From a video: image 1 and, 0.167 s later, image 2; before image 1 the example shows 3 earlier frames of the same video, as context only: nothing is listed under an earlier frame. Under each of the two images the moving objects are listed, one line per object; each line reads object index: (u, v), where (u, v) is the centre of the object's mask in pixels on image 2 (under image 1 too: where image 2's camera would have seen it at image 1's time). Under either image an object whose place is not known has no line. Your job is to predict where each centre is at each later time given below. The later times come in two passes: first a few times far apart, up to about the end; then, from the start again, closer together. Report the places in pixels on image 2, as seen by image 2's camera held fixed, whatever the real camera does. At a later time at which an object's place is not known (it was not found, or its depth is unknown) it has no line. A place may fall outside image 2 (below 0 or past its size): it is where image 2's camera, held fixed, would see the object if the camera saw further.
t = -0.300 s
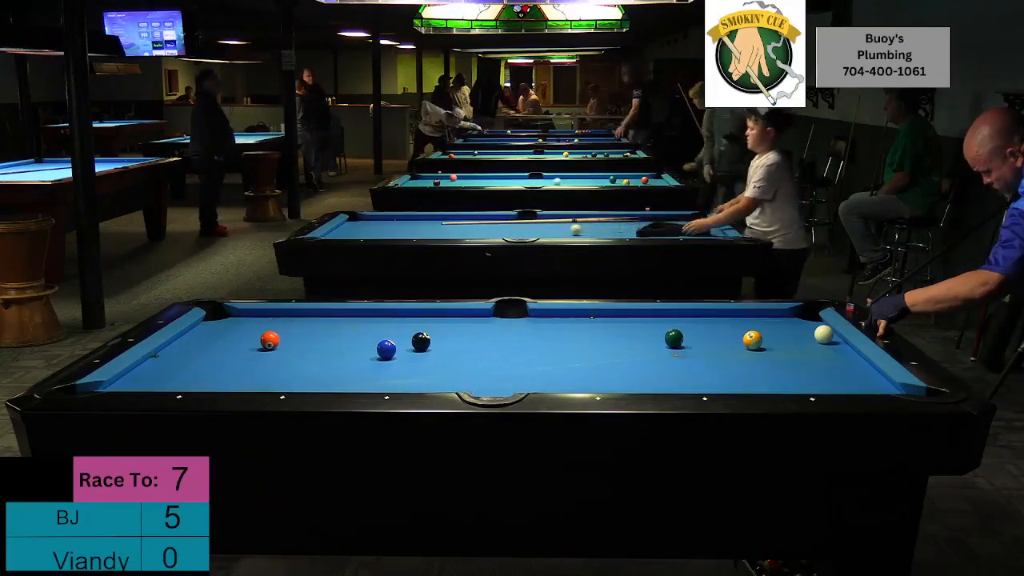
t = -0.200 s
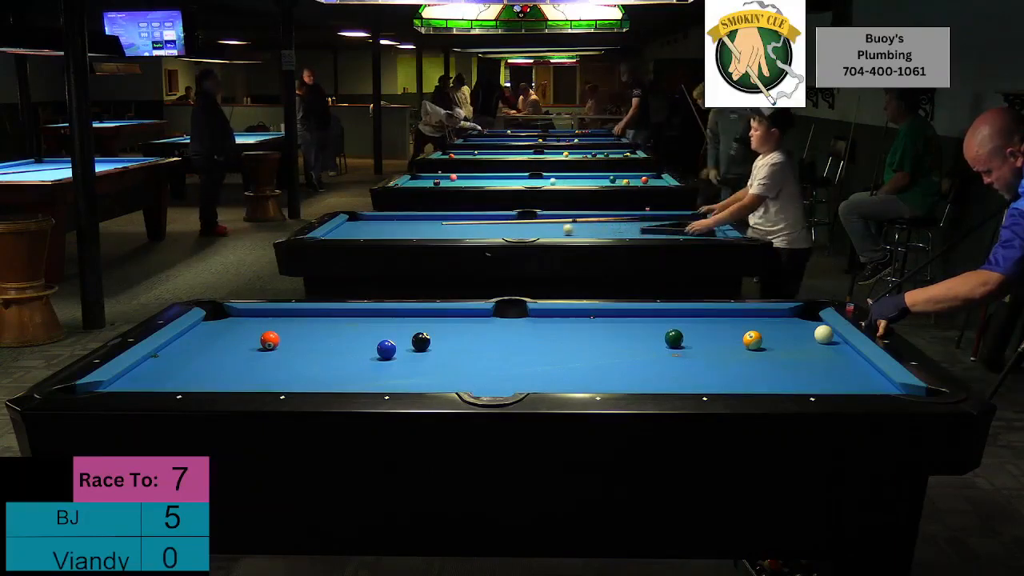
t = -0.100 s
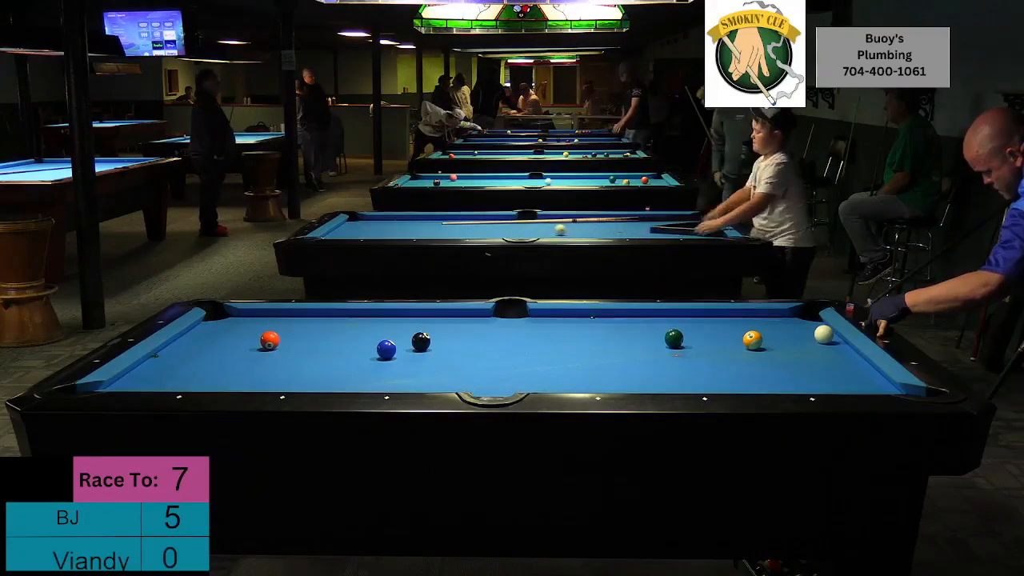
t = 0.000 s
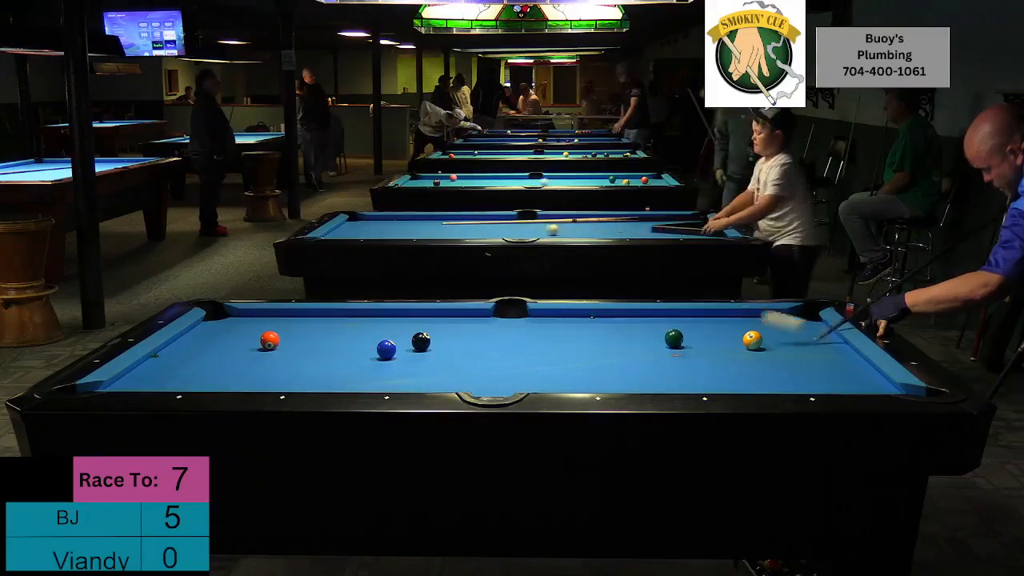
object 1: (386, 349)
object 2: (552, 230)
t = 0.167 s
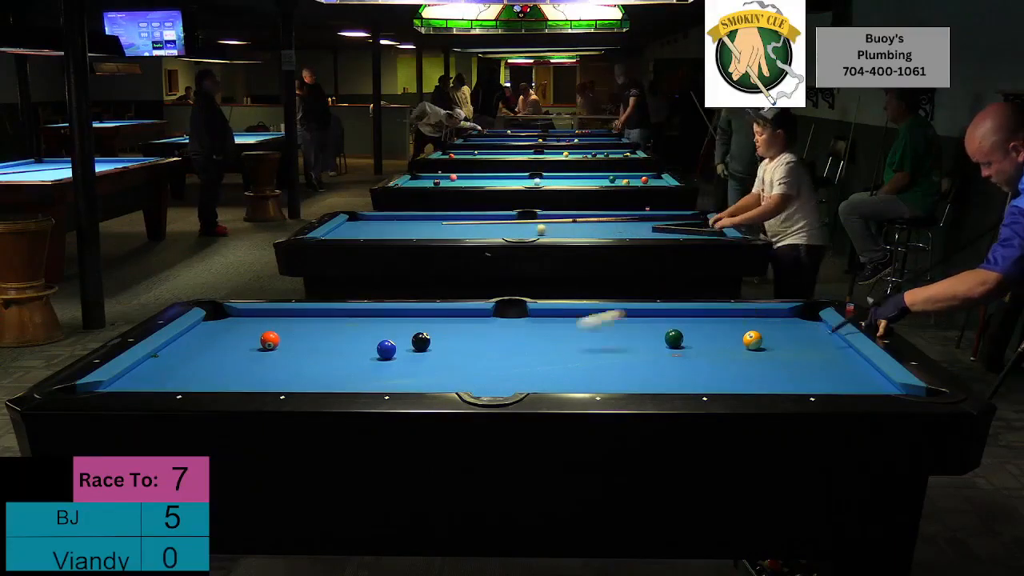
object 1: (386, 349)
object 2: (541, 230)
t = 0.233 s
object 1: (386, 349)
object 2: (536, 230)
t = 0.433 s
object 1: (303, 356)
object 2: (523, 230)
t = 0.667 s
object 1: (163, 368)
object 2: (508, 230)
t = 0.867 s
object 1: (254, 373)
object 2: (497, 230)
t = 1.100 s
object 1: (353, 378)
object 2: (482, 230)
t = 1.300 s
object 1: (439, 381)
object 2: (472, 230)
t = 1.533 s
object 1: (542, 384)
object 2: (461, 230)
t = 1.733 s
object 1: (624, 384)
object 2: (451, 230)
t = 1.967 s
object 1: (713, 384)
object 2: (442, 229)
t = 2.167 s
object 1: (786, 382)
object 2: (435, 229)
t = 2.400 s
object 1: (869, 380)
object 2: (427, 229)
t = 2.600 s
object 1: (842, 379)
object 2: (421, 229)
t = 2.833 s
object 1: (790, 372)
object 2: (415, 229)
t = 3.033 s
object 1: (748, 369)
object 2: (411, 229)
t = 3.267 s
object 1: (703, 364)
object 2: (408, 229)
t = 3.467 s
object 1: (667, 361)
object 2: (405, 229)
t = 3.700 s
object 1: (628, 357)
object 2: (403, 229)
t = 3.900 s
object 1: (597, 354)
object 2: (402, 229)
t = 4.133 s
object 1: (563, 350)
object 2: (402, 229)
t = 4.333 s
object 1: (536, 348)
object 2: (402, 229)
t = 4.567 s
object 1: (506, 345)
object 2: (402, 229)
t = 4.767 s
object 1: (482, 342)
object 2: (402, 229)
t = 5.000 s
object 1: (457, 340)
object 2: (402, 229)
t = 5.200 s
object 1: (437, 338)
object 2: (402, 229)
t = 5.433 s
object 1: (412, 333)
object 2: (402, 229)
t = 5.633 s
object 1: (398, 334)
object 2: (402, 229)
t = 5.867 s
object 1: (380, 332)
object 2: (402, 229)
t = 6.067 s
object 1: (365, 331)
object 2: (402, 229)
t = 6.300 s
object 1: (350, 329)
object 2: (402, 229)
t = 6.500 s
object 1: (339, 328)
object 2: (402, 229)
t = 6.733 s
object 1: (327, 327)
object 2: (402, 229)
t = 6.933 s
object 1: (318, 325)
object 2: (402, 229)
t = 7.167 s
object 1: (309, 325)
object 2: (402, 229)
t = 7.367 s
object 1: (303, 324)
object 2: (402, 229)
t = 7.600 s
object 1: (297, 323)
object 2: (402, 229)
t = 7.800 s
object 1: (292, 323)
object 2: (402, 229)
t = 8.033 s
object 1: (288, 322)
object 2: (402, 229)
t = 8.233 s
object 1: (287, 321)
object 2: (402, 229)
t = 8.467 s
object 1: (285, 321)
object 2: (402, 229)
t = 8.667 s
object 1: (285, 321)
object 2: (402, 229)
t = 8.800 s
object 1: (285, 321)
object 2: (402, 229)
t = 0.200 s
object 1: (386, 349)
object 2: (539, 230)
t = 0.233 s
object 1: (386, 349)
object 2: (536, 230)
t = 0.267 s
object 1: (386, 349)
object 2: (534, 230)
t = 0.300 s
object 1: (386, 349)
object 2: (532, 230)
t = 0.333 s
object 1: (386, 349)
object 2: (529, 229)
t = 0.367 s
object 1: (367, 349)
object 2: (527, 230)
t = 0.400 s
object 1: (335, 352)
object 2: (525, 229)
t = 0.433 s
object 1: (303, 356)
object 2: (523, 230)
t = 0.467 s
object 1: (271, 358)
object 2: (521, 230)
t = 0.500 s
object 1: (240, 361)
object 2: (518, 230)
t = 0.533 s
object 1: (213, 361)
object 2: (516, 230)
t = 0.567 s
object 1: (182, 364)
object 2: (514, 230)
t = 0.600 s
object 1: (151, 367)
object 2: (513, 230)
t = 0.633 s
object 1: (149, 366)
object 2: (510, 230)
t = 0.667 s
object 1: (163, 368)
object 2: (508, 230)
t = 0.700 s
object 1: (181, 369)
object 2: (506, 230)
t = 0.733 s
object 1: (196, 370)
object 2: (504, 230)
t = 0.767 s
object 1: (212, 370)
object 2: (501, 230)
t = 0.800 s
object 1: (225, 371)
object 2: (500, 230)
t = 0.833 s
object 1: (239, 372)
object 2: (498, 230)
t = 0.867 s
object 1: (254, 373)
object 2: (497, 230)
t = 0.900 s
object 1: (267, 374)
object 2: (494, 230)
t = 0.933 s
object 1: (281, 375)
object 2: (492, 230)
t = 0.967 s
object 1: (295, 377)
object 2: (490, 230)
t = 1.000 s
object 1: (310, 377)
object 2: (488, 230)
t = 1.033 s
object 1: (325, 378)
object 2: (487, 230)
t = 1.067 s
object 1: (338, 378)
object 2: (484, 230)
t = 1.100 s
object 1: (353, 378)
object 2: (482, 230)
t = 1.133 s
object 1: (368, 378)
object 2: (481, 230)
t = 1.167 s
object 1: (381, 379)
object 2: (479, 230)
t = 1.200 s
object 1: (396, 379)
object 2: (478, 230)
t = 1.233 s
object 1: (410, 380)
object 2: (475, 230)
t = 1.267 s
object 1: (424, 381)
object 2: (474, 230)
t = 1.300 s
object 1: (439, 381)
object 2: (472, 230)
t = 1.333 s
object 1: (453, 382)
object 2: (471, 230)
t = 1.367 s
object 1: (469, 384)
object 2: (469, 230)
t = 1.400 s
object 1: (483, 386)
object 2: (467, 230)
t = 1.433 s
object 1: (497, 387)
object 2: (465, 230)
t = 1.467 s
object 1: (511, 386)
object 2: (464, 230)
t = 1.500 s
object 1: (527, 384)
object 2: (462, 230)
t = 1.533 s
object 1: (542, 384)
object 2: (461, 230)
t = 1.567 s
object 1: (559, 385)
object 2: (460, 230)
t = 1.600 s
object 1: (573, 385)
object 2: (458, 230)
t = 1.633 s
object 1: (586, 385)
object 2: (456, 230)
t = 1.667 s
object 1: (598, 384)
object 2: (455, 230)
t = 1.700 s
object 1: (612, 384)
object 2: (453, 229)
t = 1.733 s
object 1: (624, 384)
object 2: (451, 230)
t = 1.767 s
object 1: (639, 384)
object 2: (450, 229)
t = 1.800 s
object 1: (651, 384)
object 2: (449, 229)
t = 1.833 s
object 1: (663, 384)
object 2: (447, 229)
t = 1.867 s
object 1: (675, 384)
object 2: (446, 229)
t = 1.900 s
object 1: (689, 383)
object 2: (445, 229)
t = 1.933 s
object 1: (701, 384)
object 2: (443, 229)
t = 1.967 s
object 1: (713, 384)
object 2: (442, 229)
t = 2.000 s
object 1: (725, 383)
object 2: (441, 229)
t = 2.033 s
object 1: (738, 382)
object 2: (440, 229)
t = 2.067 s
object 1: (750, 382)
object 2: (439, 229)
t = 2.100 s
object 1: (762, 382)
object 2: (437, 229)
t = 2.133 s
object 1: (773, 382)
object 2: (436, 229)
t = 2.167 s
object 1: (786, 382)
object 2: (435, 229)
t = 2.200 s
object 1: (798, 382)
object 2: (434, 229)
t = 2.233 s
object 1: (810, 381)
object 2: (433, 229)
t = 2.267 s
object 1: (822, 381)
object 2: (432, 229)
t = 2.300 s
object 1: (834, 381)
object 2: (430, 229)
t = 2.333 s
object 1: (845, 381)
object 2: (429, 229)
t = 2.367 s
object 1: (856, 380)
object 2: (428, 229)
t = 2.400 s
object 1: (869, 380)
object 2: (427, 229)
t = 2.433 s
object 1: (878, 380)
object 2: (426, 229)
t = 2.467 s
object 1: (875, 380)
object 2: (425, 229)
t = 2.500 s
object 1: (864, 379)
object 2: (425, 229)
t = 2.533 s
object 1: (856, 379)
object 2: (423, 229)
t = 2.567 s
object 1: (851, 378)
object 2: (422, 229)
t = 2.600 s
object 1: (842, 379)
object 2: (421, 229)
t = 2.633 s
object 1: (835, 376)
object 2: (421, 229)
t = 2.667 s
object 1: (826, 376)
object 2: (420, 229)
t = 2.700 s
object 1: (820, 375)
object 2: (419, 229)
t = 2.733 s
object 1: (812, 374)
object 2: (418, 229)
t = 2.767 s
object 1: (805, 375)
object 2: (417, 229)
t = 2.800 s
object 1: (797, 373)
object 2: (416, 229)
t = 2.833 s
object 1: (790, 372)
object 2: (415, 229)
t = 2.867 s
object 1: (783, 372)
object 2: (415, 229)
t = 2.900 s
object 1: (776, 371)
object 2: (414, 229)
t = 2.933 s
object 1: (769, 370)
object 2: (413, 229)
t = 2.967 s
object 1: (762, 369)
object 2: (413, 229)
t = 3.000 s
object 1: (755, 369)
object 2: (412, 229)
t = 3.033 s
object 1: (748, 369)
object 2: (411, 229)
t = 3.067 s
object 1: (742, 369)
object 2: (411, 229)
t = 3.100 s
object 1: (735, 367)
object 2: (410, 229)
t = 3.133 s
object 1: (728, 367)
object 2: (410, 229)
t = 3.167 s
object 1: (722, 367)
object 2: (409, 229)
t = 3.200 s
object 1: (716, 365)
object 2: (408, 229)
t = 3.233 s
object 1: (709, 365)
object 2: (408, 229)
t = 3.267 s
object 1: (703, 364)
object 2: (408, 229)
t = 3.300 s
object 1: (697, 363)
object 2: (407, 229)
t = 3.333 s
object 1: (691, 363)
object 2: (407, 229)
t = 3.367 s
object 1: (686, 363)
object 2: (406, 229)
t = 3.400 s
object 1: (679, 363)
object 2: (406, 229)
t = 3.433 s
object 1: (674, 362)
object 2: (405, 229)
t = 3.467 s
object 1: (667, 361)
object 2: (405, 229)
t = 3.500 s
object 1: (661, 361)
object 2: (405, 229)
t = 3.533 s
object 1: (656, 360)
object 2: (404, 229)
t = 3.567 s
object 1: (650, 360)
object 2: (404, 229)
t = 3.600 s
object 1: (644, 359)
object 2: (404, 229)
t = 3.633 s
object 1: (639, 358)
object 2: (404, 229)
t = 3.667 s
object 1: (633, 357)
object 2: (403, 229)
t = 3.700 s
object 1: (628, 357)
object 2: (403, 229)
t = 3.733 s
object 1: (623, 356)
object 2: (403, 229)
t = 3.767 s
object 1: (618, 356)
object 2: (403, 229)
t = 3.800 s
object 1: (613, 356)
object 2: (403, 229)
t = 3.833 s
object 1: (607, 355)
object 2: (402, 229)
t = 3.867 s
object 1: (602, 355)
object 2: (402, 229)
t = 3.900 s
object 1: (597, 354)
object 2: (402, 229)
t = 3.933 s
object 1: (592, 354)
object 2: (402, 229)
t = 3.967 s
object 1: (587, 353)
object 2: (402, 229)
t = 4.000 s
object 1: (582, 352)
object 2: (402, 229)
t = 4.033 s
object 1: (577, 352)
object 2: (402, 229)
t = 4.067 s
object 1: (573, 351)
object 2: (402, 229)
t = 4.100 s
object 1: (568, 351)
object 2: (402, 229)
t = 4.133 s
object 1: (563, 350)
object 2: (402, 229)
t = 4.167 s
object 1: (559, 350)
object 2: (402, 229)
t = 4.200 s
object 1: (554, 349)
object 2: (402, 229)
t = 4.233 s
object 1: (549, 349)
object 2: (402, 229)
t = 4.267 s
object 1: (544, 348)
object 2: (402, 229)
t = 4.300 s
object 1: (540, 348)
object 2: (402, 229)
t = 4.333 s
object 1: (536, 348)
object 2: (402, 229)
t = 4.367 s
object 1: (531, 347)
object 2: (402, 229)
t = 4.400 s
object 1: (527, 347)
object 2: (402, 229)
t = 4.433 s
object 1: (523, 346)
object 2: (402, 229)
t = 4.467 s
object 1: (518, 346)
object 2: (402, 229)
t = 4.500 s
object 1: (514, 346)
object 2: (402, 229)
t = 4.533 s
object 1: (510, 345)
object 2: (402, 229)
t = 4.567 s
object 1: (506, 345)
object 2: (402, 229)
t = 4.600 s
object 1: (502, 345)
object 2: (402, 229)
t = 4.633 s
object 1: (498, 344)
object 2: (402, 229)
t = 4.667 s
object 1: (494, 343)
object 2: (402, 229)
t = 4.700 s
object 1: (490, 343)
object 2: (402, 229)
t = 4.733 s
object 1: (486, 343)
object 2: (402, 229)
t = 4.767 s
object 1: (482, 342)
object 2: (402, 229)
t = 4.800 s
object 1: (478, 342)
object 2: (402, 229)
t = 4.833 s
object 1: (475, 342)
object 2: (402, 229)
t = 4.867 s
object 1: (471, 341)
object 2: (402, 229)
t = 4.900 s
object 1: (467, 341)
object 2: (402, 229)
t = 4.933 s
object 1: (464, 340)
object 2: (402, 229)
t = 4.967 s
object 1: (460, 340)
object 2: (402, 229)
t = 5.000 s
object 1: (457, 340)
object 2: (402, 229)
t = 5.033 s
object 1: (454, 340)
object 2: (402, 229)
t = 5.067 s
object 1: (450, 340)
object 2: (402, 229)
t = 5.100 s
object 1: (447, 339)
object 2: (402, 229)
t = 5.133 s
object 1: (444, 338)
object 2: (402, 229)
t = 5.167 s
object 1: (440, 338)
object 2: (402, 229)
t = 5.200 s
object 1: (437, 338)
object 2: (402, 229)
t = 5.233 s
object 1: (435, 338)
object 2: (402, 229)
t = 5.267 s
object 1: (433, 337)
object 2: (402, 229)
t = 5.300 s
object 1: (431, 335)
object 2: (402, 229)
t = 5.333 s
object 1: (424, 330)
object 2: (402, 229)
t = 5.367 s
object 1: (422, 330)
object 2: (402, 229)
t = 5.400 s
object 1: (416, 331)
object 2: (402, 229)
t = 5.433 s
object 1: (412, 333)
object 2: (402, 229)
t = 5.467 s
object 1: (410, 334)
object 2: (402, 229)
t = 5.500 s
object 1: (408, 334)
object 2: (402, 229)
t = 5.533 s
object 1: (405, 335)
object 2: (402, 229)
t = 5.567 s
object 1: (403, 334)
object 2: (402, 229)
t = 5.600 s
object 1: (400, 335)
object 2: (402, 229)
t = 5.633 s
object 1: (398, 334)
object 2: (402, 229)
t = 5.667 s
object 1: (395, 334)
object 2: (402, 229)
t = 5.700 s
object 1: (393, 333)
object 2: (402, 229)
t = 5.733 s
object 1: (390, 333)
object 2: (402, 229)
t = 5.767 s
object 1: (388, 333)
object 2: (402, 229)
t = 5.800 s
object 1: (385, 333)
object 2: (402, 229)
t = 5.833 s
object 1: (382, 333)
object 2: (402, 229)
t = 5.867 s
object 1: (380, 332)
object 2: (402, 229)
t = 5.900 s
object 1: (377, 332)
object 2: (402, 229)
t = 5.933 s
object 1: (375, 332)
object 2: (402, 229)
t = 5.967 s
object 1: (373, 331)
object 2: (402, 229)
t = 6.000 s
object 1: (370, 331)
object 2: (402, 229)
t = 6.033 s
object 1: (368, 331)
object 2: (402, 229)
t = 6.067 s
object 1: (365, 331)
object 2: (402, 229)
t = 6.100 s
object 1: (363, 330)
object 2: (402, 229)
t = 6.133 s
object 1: (361, 330)
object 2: (402, 229)
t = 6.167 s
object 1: (359, 330)
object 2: (402, 229)
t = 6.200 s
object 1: (357, 330)
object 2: (402, 229)
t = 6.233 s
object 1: (355, 330)
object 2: (402, 229)
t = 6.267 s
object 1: (353, 329)
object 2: (402, 229)
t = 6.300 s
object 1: (350, 329)
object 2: (402, 229)
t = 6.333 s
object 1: (348, 329)
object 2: (402, 229)
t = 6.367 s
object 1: (346, 329)
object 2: (402, 229)
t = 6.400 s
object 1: (345, 329)
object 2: (402, 229)
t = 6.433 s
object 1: (343, 328)
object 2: (402, 229)
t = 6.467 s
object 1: (341, 328)
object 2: (402, 229)
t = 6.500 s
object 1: (339, 328)
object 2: (402, 229)
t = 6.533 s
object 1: (337, 328)
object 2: (402, 229)
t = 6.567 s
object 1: (336, 328)
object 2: (402, 229)
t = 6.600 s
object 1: (334, 327)
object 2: (402, 229)
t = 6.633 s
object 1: (332, 327)
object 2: (402, 229)
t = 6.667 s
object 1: (330, 327)
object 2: (402, 229)
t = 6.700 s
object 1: (329, 327)
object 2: (402, 229)
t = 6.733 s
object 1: (327, 327)
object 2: (402, 229)
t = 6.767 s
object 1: (325, 326)
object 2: (402, 229)
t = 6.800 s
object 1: (324, 326)
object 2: (402, 229)
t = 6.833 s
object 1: (323, 326)
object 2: (402, 229)
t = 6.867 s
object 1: (321, 326)
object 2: (402, 229)
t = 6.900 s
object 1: (320, 326)
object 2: (402, 229)
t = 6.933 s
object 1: (318, 325)
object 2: (402, 229)
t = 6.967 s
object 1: (317, 325)
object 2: (402, 229)
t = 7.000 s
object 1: (316, 325)
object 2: (402, 229)
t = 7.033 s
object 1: (314, 325)
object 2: (402, 229)
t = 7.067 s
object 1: (313, 325)
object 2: (402, 229)
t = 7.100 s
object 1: (312, 325)
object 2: (402, 229)
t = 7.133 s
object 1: (311, 325)
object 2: (402, 229)
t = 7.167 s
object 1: (309, 325)
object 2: (402, 229)
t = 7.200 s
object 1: (308, 325)
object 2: (402, 229)
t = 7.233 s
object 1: (307, 324)
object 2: (402, 229)
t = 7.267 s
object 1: (306, 325)
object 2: (402, 229)
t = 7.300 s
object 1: (304, 325)
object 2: (402, 229)
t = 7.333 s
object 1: (303, 324)
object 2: (402, 229)
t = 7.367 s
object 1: (303, 324)
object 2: (402, 229)
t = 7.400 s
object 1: (302, 324)
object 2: (402, 229)
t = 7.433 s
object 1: (301, 323)
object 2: (402, 229)
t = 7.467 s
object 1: (300, 323)
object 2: (402, 229)
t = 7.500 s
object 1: (299, 323)
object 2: (402, 229)
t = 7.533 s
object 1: (298, 323)
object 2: (402, 229)
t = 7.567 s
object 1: (298, 323)
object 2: (402, 229)
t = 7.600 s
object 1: (297, 323)
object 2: (402, 229)
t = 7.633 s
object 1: (296, 322)
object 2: (402, 229)
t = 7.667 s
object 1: (294, 323)
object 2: (402, 229)
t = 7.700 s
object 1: (294, 323)
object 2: (402, 229)
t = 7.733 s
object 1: (293, 323)
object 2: (402, 229)
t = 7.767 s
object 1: (292, 323)
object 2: (402, 229)
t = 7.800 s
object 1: (292, 323)
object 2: (402, 229)
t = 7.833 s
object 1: (291, 322)
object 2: (402, 229)
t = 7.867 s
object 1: (291, 322)
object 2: (402, 229)
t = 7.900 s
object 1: (290, 322)
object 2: (402, 229)
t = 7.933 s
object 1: (290, 322)
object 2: (402, 229)
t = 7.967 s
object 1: (289, 322)
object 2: (402, 229)
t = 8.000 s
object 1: (288, 322)
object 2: (402, 229)
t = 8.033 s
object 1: (288, 322)
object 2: (402, 229)
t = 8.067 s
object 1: (288, 321)
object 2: (402, 229)
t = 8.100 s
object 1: (287, 322)
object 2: (402, 229)
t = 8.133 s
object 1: (287, 322)
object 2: (402, 229)
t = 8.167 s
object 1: (287, 322)
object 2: (402, 229)
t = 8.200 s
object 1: (286, 321)
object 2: (402, 229)
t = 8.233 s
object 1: (287, 321)
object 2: (402, 229)
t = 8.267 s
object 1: (286, 321)
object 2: (402, 229)
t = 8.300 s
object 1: (286, 321)
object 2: (402, 229)
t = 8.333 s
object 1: (286, 321)
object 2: (402, 229)
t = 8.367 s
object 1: (286, 321)
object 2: (402, 229)
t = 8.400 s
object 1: (285, 321)
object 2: (402, 229)
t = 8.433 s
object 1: (285, 321)
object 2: (402, 229)
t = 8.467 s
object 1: (285, 321)
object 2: (402, 229)
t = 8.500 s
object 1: (285, 321)
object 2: (402, 229)
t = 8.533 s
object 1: (285, 321)
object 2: (402, 229)
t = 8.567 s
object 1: (285, 321)
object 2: (402, 229)
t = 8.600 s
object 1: (285, 322)
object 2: (402, 229)
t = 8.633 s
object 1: (285, 322)
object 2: (402, 229)
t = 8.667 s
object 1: (285, 321)
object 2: (402, 229)
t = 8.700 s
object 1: (285, 321)
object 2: (402, 229)
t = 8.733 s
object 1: (285, 321)
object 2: (402, 229)
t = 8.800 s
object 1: (285, 321)
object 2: (402, 229)
